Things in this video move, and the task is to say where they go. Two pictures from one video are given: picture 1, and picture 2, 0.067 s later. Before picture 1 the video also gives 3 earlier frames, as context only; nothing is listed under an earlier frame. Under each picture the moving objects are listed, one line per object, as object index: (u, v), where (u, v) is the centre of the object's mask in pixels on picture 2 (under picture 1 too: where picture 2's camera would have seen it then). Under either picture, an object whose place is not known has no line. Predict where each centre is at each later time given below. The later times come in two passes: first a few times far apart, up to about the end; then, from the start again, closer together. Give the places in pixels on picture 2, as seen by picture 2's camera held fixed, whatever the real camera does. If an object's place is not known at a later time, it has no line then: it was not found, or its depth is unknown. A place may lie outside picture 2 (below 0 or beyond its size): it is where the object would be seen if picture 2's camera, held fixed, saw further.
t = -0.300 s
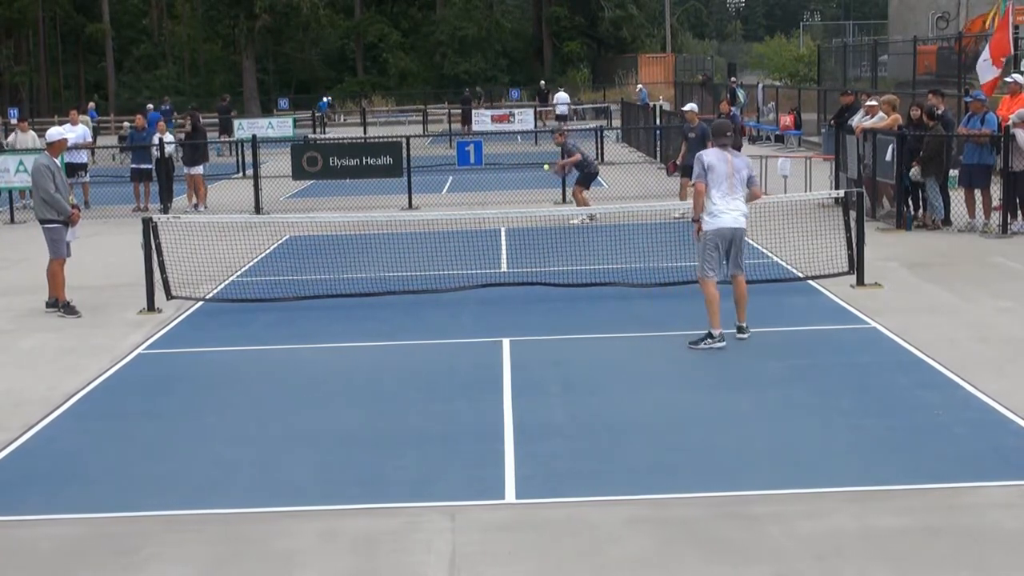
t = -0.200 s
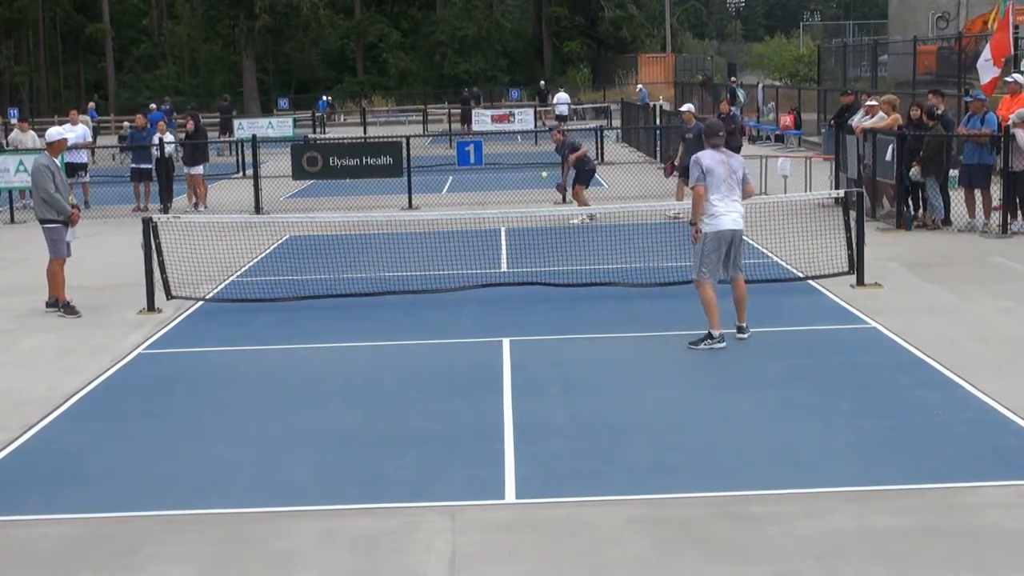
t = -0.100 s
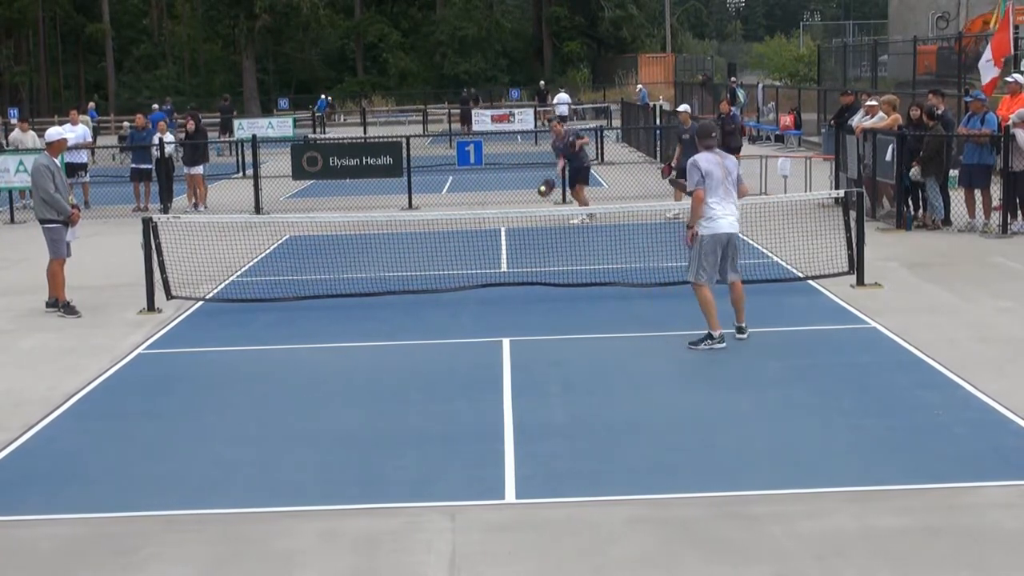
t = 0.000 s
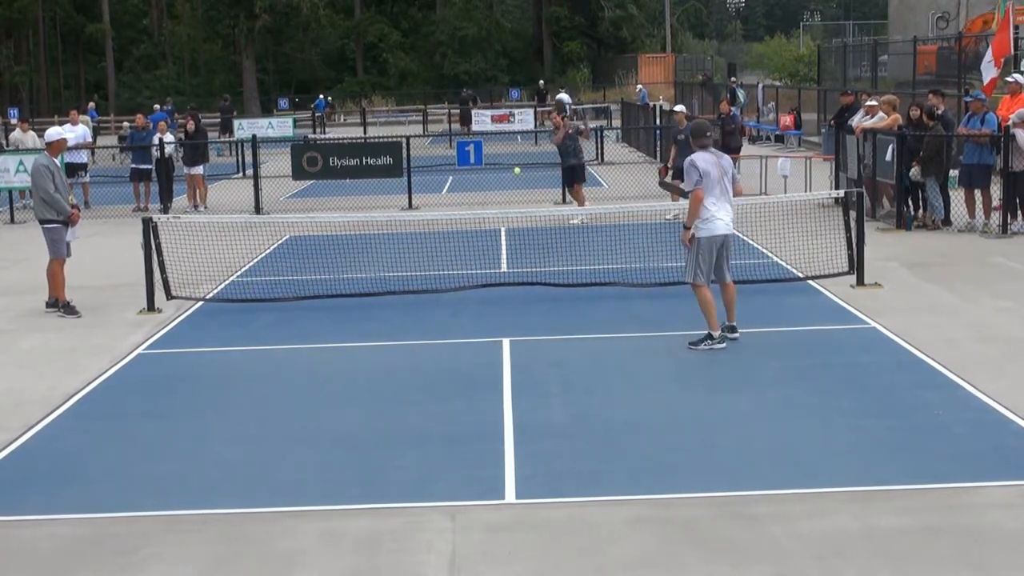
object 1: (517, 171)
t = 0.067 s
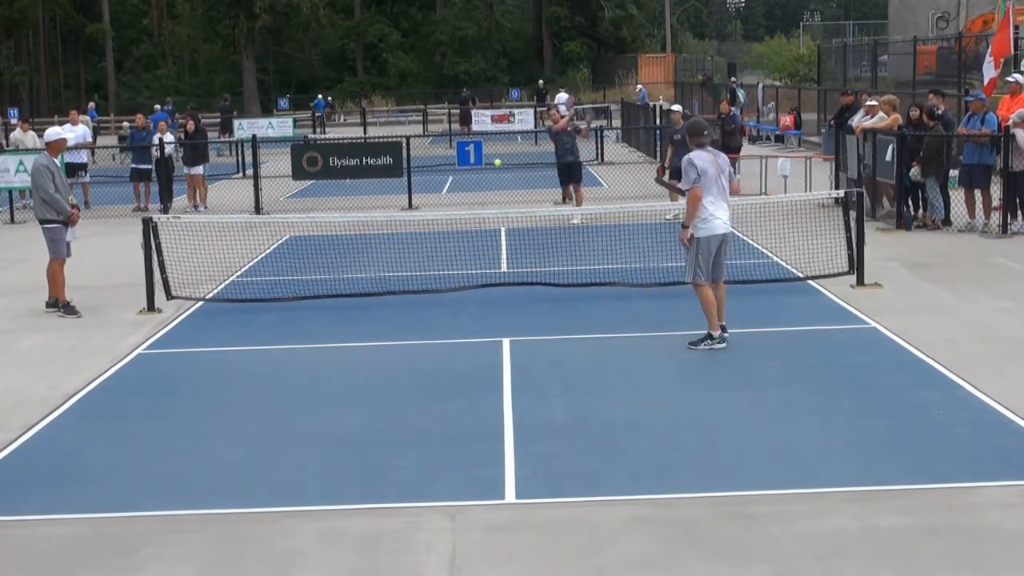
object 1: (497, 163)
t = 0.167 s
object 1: (464, 160)
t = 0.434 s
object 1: (352, 229)
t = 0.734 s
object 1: (174, 411)
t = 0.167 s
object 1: (464, 160)
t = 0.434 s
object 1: (352, 229)
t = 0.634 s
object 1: (234, 389)
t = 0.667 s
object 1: (212, 419)
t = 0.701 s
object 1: (194, 414)
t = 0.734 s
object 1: (174, 411)
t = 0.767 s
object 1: (154, 409)
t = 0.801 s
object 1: (132, 411)
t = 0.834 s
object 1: (110, 414)
